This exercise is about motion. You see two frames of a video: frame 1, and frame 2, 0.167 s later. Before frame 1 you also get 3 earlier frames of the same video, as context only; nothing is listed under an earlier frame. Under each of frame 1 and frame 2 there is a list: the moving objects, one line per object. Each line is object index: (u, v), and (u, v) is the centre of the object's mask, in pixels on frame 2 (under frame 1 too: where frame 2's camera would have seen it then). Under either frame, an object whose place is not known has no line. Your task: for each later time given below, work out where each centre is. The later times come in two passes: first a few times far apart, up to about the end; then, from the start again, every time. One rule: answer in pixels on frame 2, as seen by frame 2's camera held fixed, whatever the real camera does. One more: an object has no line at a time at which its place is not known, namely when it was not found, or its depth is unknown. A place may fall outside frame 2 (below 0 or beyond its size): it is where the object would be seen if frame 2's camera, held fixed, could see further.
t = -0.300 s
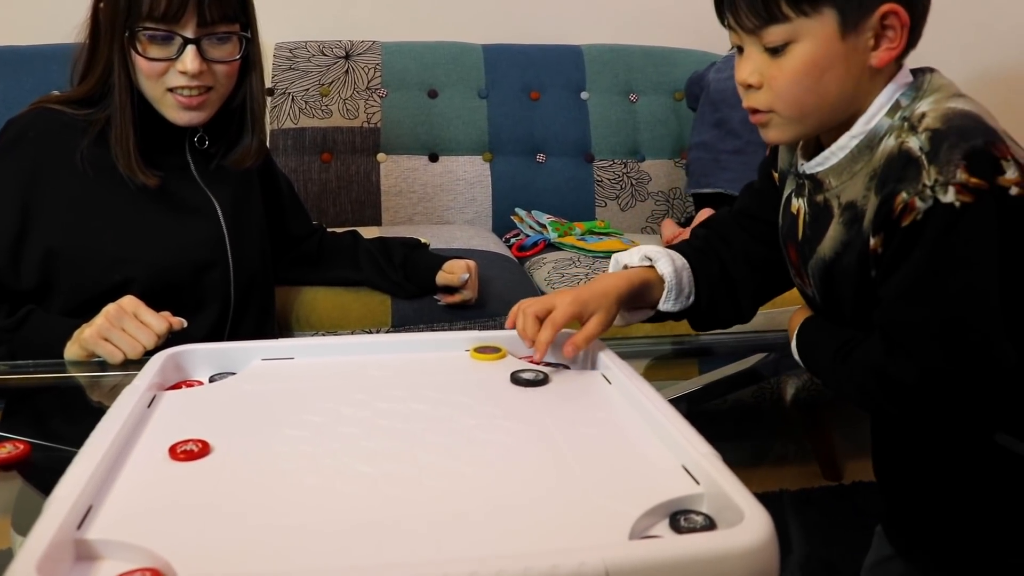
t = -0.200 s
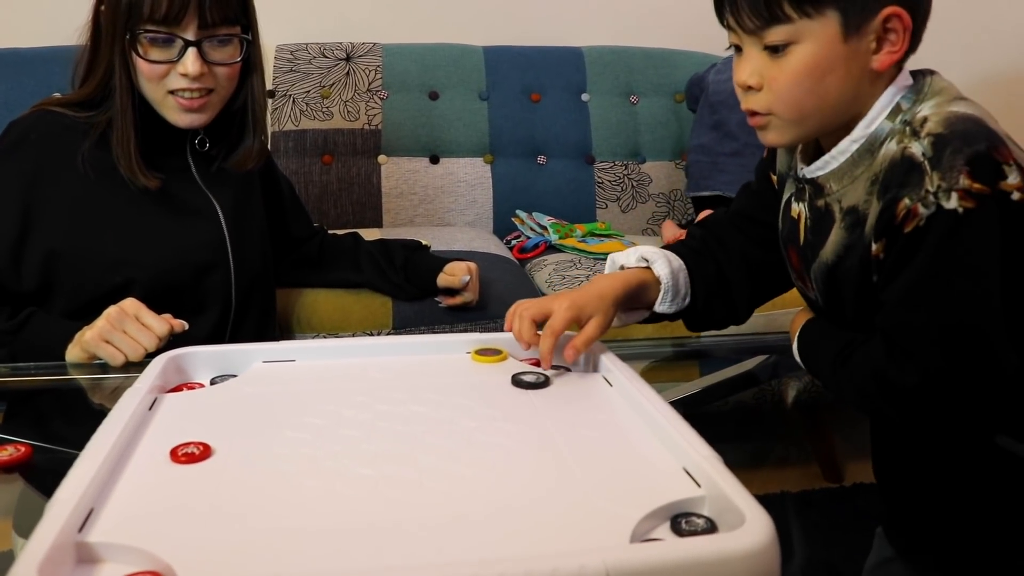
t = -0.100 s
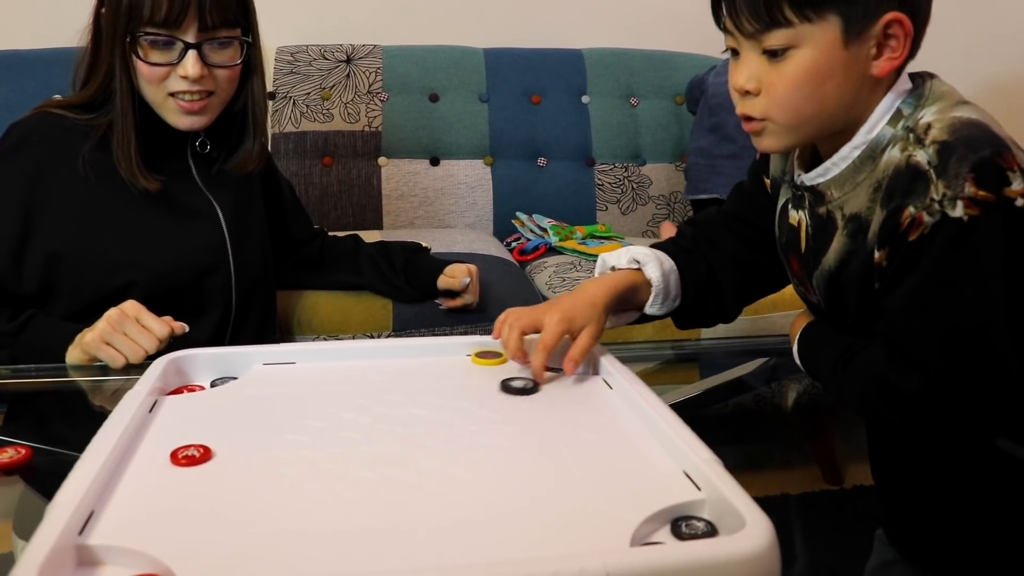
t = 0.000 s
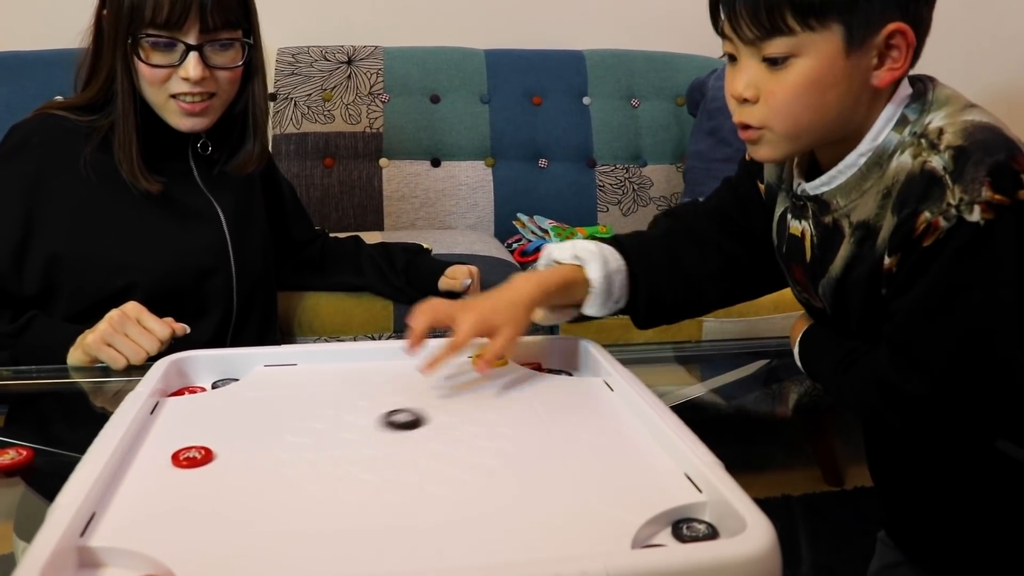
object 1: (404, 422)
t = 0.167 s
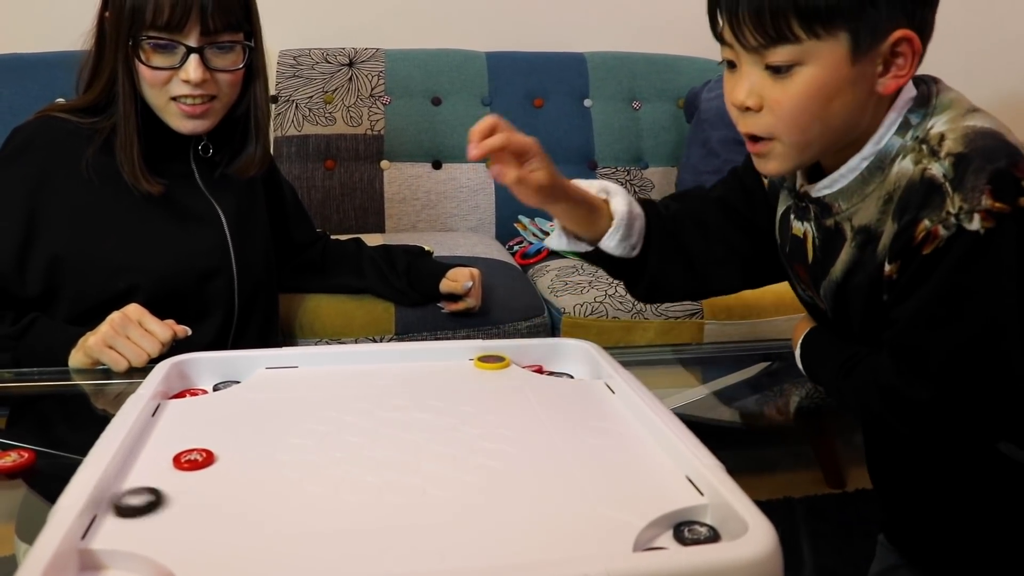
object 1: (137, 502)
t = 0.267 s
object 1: (265, 531)
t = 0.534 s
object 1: (541, 530)
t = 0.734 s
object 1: (629, 496)
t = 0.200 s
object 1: (180, 511)
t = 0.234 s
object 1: (223, 521)
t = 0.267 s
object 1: (265, 531)
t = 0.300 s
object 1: (307, 541)
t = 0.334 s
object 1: (350, 552)
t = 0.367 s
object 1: (392, 559)
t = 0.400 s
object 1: (432, 562)
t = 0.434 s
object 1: (464, 556)
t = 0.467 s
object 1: (493, 548)
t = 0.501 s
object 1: (518, 539)
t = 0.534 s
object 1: (541, 530)
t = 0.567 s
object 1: (561, 522)
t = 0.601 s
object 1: (578, 515)
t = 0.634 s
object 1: (594, 509)
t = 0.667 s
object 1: (607, 504)
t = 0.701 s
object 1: (619, 499)
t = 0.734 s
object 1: (629, 496)
